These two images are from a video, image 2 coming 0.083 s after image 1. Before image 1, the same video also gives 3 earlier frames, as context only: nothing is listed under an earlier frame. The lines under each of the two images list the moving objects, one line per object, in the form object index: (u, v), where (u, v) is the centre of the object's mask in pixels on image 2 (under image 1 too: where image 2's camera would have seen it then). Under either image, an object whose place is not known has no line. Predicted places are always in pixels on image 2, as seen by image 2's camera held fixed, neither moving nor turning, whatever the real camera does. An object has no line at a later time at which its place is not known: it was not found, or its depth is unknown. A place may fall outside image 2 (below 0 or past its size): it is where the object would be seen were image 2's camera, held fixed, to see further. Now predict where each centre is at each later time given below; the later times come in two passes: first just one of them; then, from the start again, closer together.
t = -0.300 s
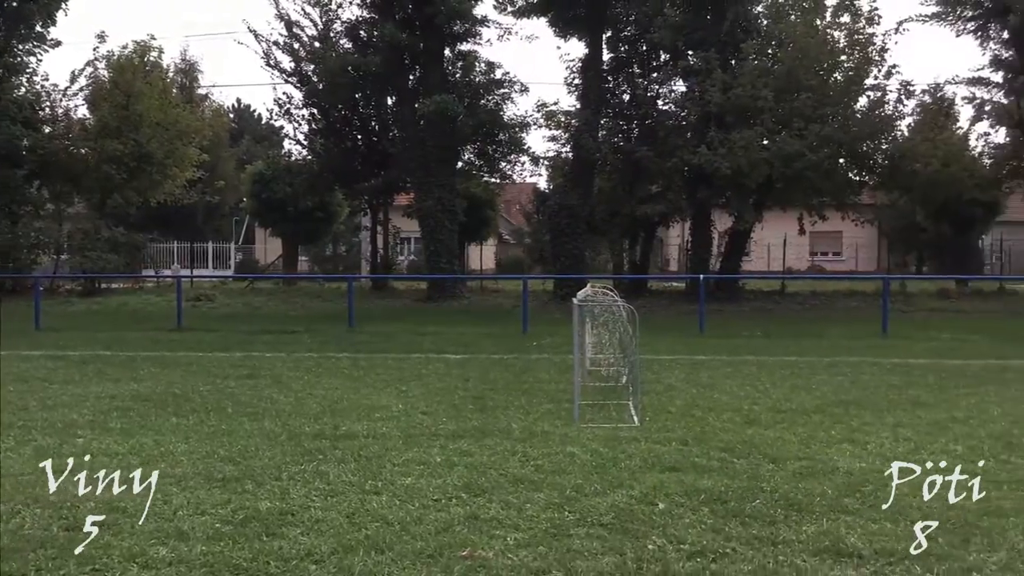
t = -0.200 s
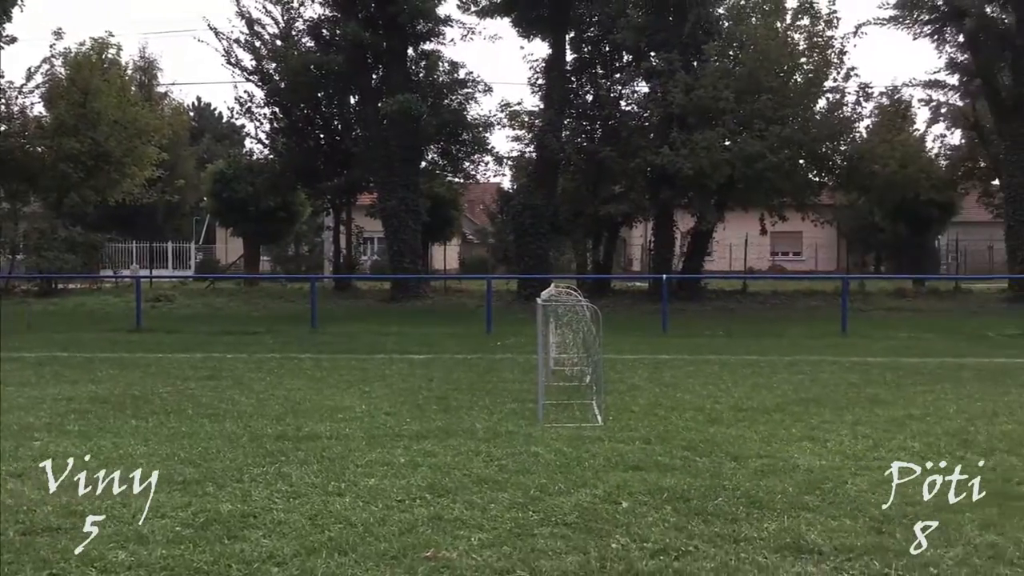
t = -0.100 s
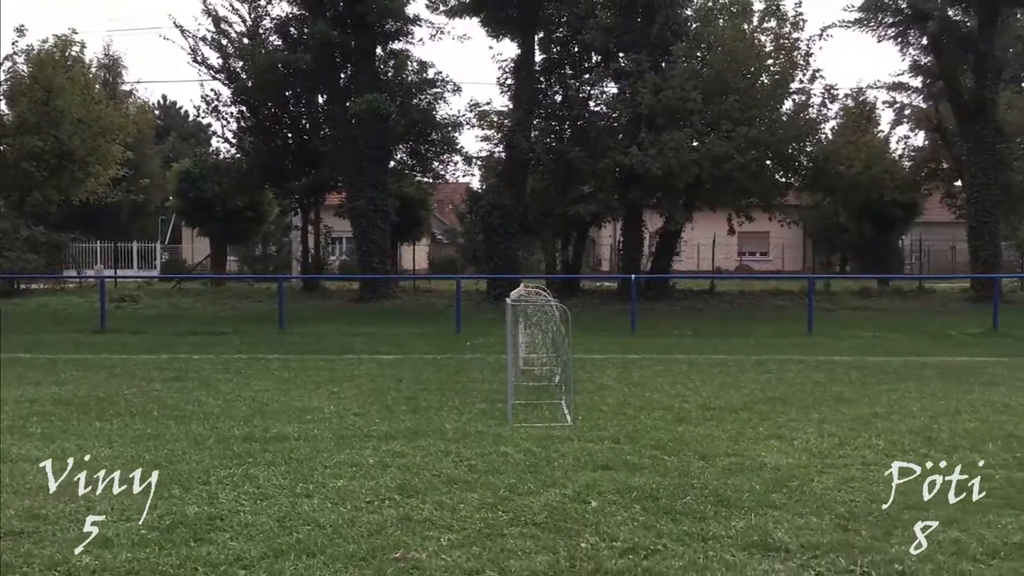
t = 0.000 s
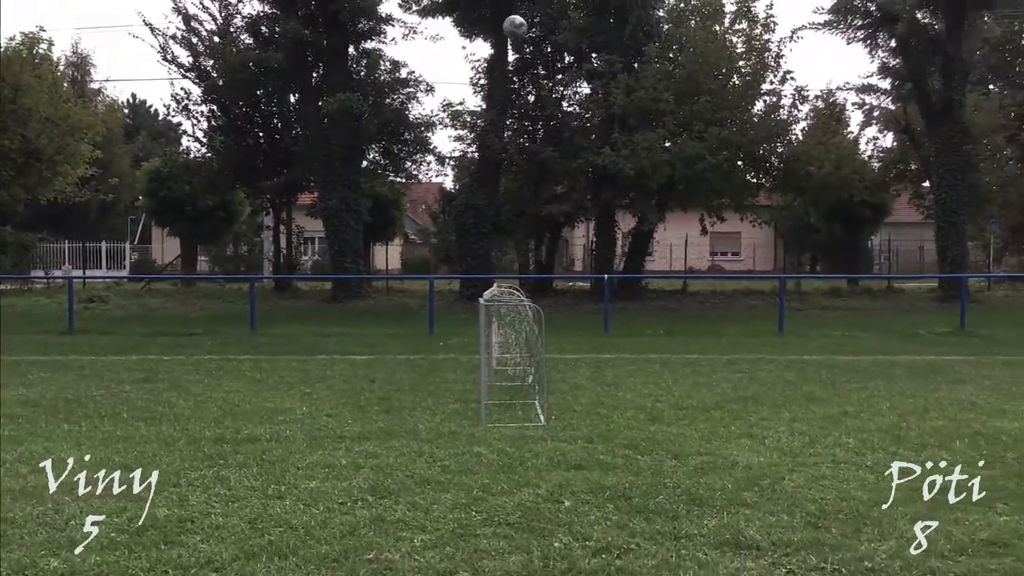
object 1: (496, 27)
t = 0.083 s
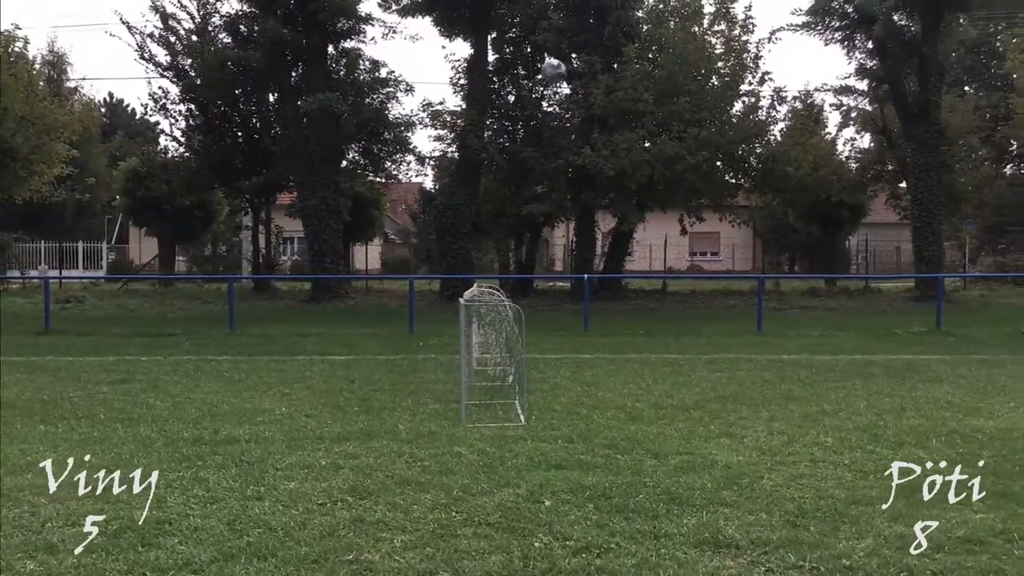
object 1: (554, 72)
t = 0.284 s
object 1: (688, 204)
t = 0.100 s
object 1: (565, 81)
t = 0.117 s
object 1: (575, 91)
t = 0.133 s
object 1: (587, 102)
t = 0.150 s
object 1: (599, 111)
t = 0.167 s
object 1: (610, 122)
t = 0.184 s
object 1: (621, 131)
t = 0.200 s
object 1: (633, 142)
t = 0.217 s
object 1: (644, 154)
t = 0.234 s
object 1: (655, 166)
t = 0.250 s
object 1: (666, 179)
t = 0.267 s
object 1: (677, 191)
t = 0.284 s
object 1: (688, 204)
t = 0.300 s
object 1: (698, 216)
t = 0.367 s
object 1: (745, 269)
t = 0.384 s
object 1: (755, 283)
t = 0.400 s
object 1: (766, 297)
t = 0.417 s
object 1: (778, 312)
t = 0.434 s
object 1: (790, 327)
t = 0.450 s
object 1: (801, 341)
